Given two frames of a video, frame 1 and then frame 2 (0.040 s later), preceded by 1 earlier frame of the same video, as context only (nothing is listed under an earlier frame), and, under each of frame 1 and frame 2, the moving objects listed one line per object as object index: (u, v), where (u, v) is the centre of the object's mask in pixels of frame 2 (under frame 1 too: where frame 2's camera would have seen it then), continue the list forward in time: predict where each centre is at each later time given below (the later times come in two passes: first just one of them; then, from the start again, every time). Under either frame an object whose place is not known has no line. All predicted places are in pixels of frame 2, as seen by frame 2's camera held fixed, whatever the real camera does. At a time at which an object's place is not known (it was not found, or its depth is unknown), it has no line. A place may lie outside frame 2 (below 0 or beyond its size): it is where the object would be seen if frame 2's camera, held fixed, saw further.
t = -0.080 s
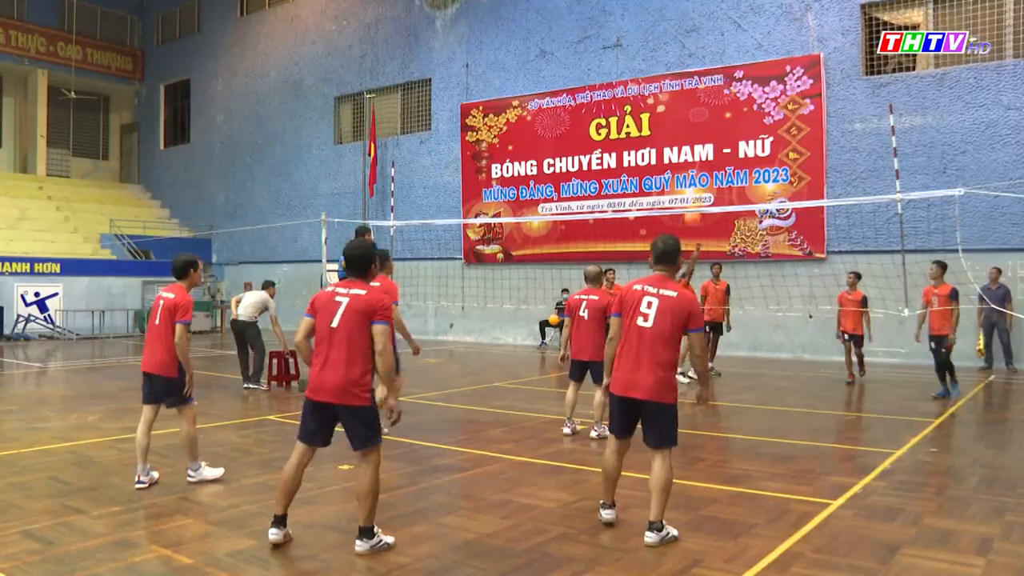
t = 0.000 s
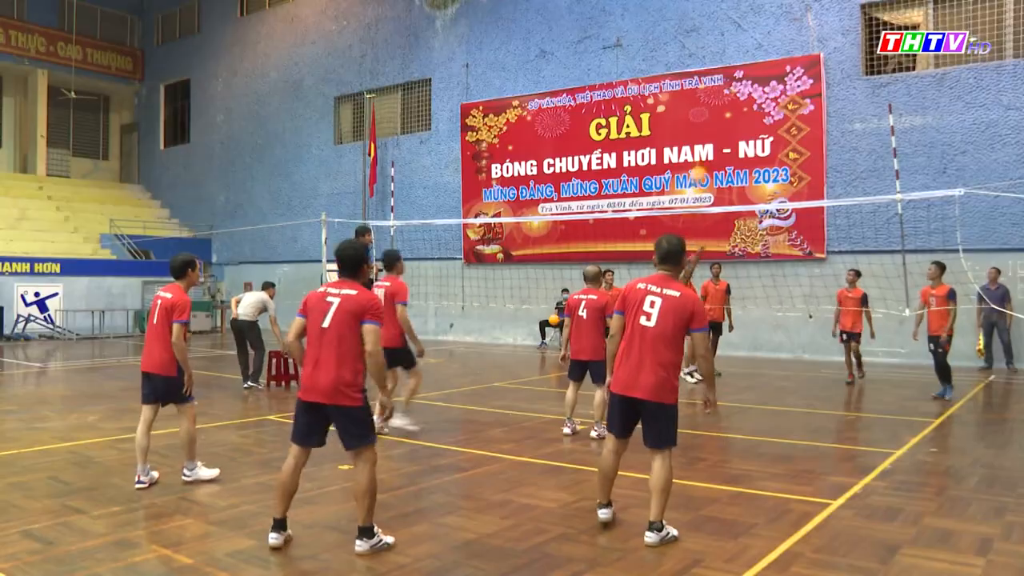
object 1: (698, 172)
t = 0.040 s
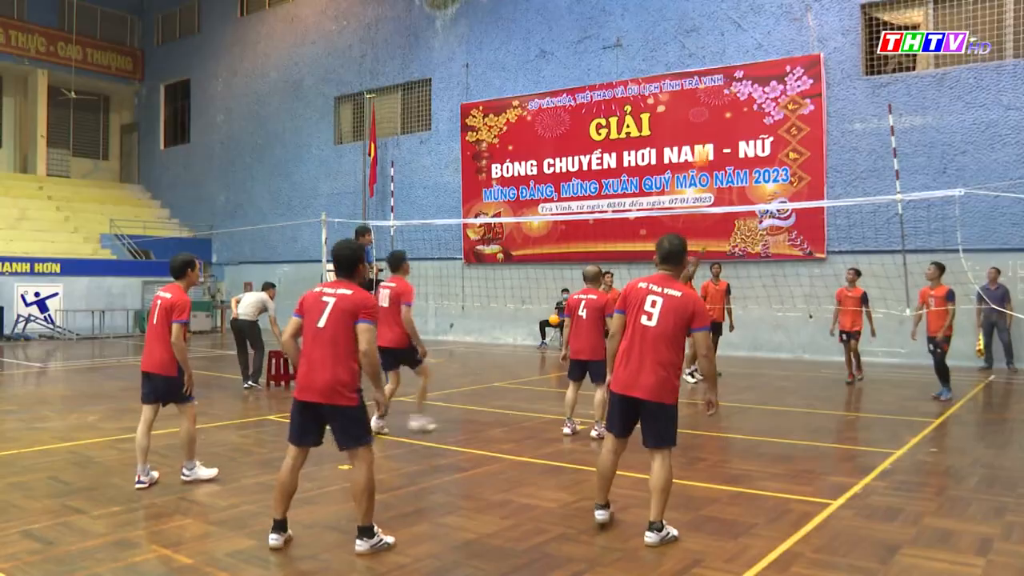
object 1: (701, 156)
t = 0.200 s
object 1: (714, 97)
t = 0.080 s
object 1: (704, 139)
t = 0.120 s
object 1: (707, 125)
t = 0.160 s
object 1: (710, 110)
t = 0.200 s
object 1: (714, 97)
